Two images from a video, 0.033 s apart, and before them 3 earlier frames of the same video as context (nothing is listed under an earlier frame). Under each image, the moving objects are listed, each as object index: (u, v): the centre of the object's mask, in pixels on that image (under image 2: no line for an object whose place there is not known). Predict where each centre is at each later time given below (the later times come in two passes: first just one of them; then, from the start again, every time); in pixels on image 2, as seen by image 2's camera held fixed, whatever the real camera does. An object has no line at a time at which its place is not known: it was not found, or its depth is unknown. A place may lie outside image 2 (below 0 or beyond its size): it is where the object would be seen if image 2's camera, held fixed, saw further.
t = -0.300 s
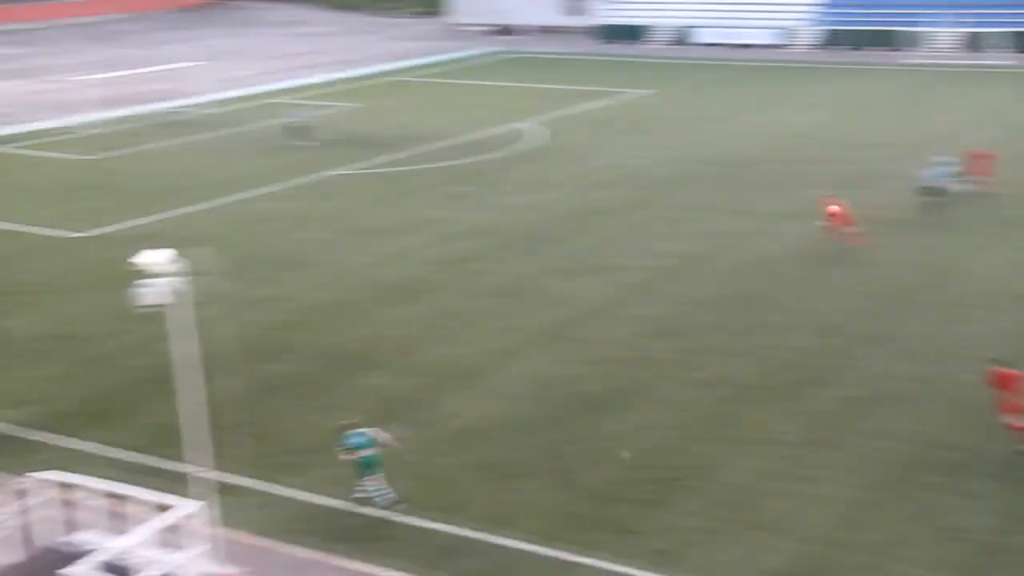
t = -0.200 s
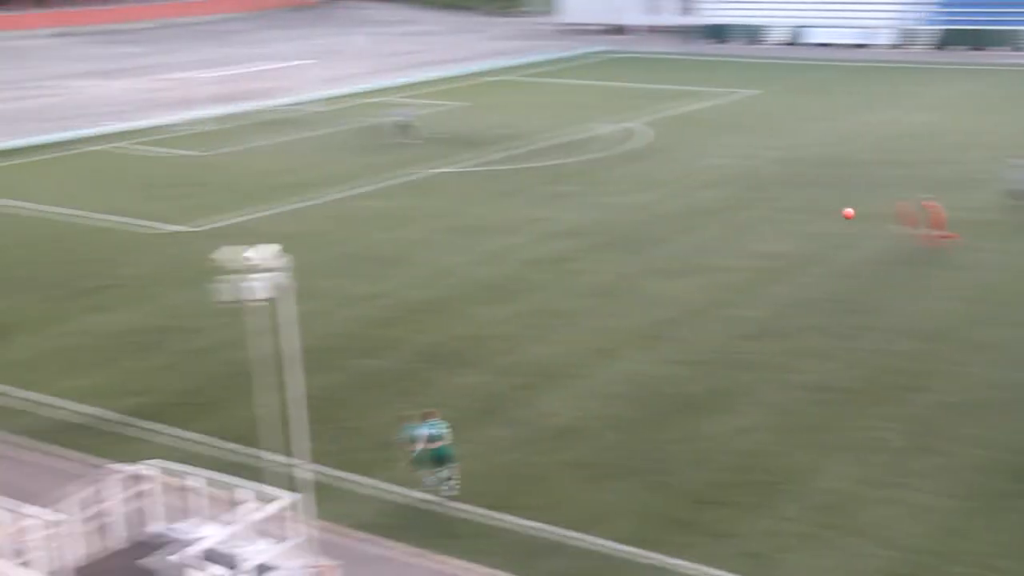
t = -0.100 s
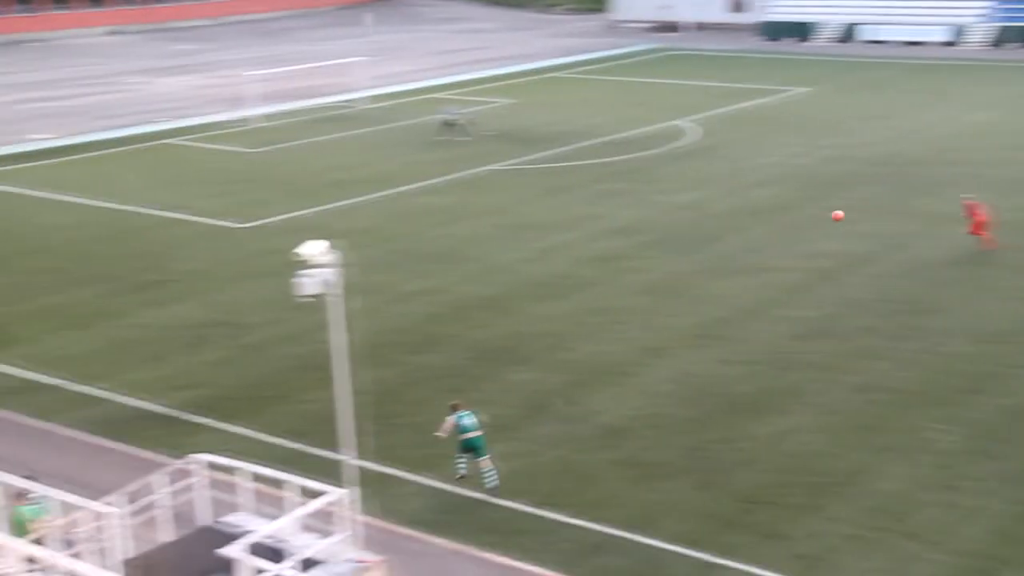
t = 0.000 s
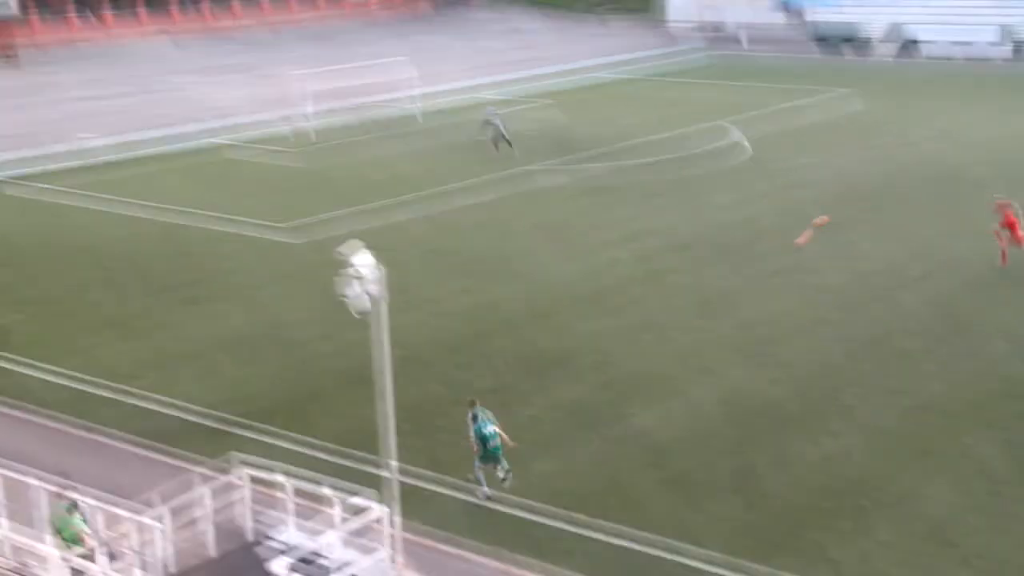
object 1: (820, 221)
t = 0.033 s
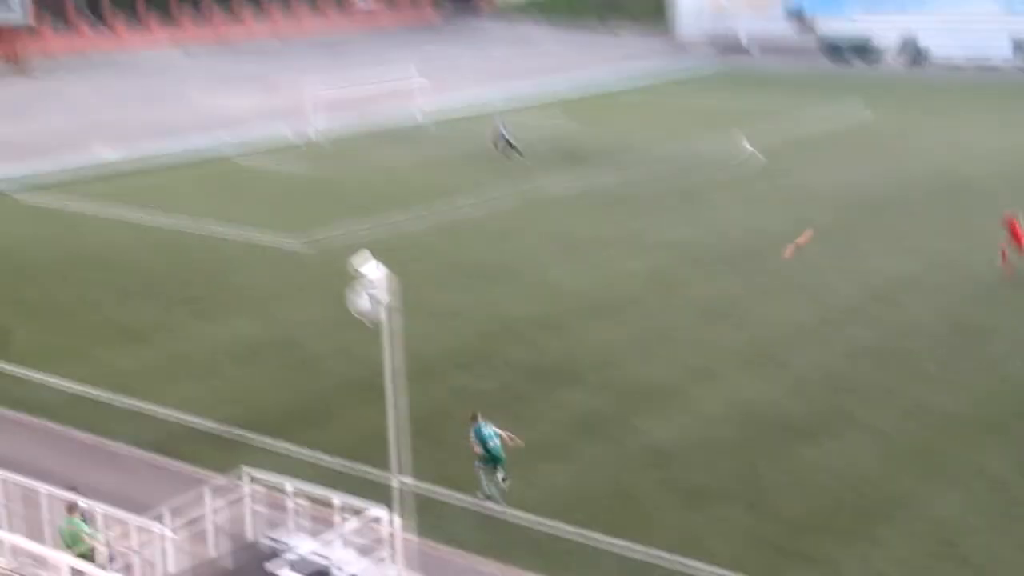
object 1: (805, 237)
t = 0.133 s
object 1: (728, 255)
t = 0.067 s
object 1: (780, 247)
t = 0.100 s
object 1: (752, 250)
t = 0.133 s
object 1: (728, 255)
